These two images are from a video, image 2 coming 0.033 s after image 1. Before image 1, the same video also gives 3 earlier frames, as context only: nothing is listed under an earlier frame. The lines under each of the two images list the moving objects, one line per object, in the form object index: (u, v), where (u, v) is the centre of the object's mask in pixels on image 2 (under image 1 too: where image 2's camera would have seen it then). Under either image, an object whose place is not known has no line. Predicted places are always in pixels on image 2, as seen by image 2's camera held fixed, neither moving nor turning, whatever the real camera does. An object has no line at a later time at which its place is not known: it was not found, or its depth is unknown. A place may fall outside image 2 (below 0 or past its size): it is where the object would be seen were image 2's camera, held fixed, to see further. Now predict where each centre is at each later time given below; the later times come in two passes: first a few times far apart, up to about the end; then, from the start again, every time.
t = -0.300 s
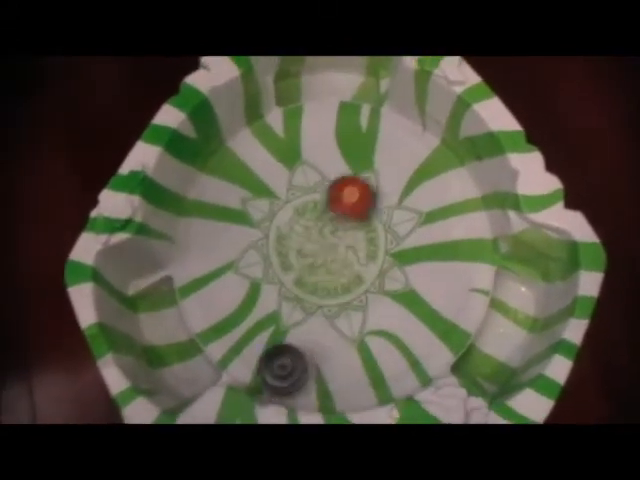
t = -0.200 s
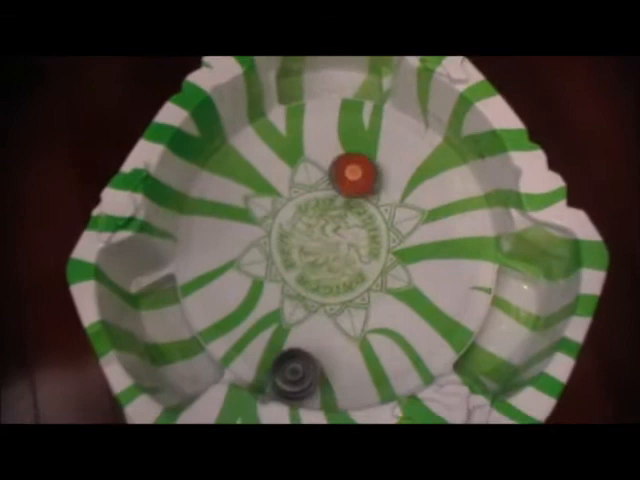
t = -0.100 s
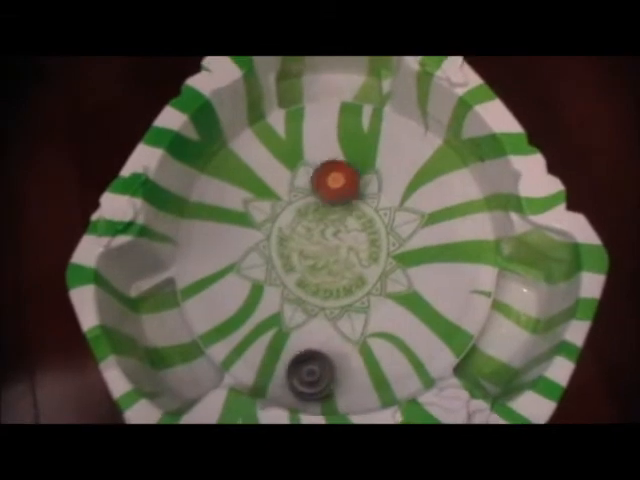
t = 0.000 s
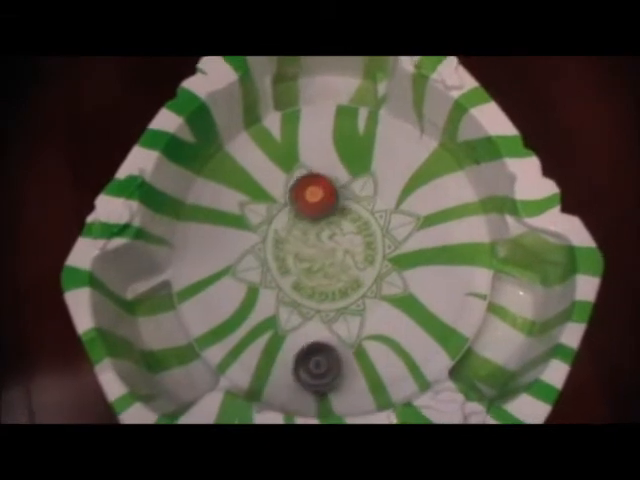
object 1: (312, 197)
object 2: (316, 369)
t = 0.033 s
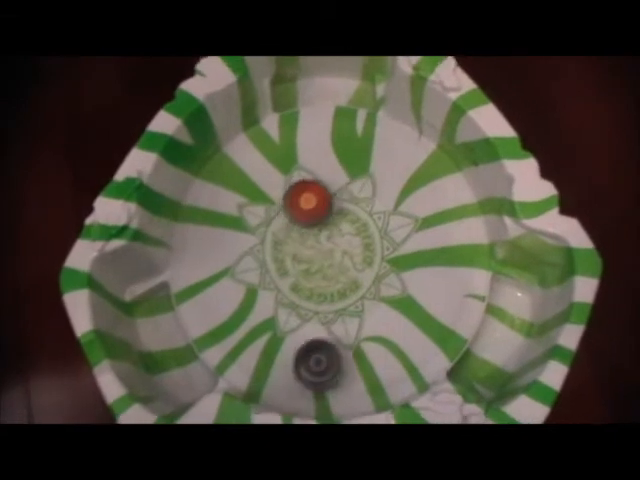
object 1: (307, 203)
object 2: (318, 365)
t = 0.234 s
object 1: (295, 225)
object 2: (312, 331)
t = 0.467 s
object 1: (302, 219)
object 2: (316, 305)
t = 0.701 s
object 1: (311, 116)
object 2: (340, 326)
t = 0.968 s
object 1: (296, 140)
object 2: (343, 279)
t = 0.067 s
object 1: (304, 207)
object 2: (319, 359)
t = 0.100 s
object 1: (301, 212)
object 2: (318, 354)
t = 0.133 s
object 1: (299, 216)
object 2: (317, 349)
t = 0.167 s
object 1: (297, 220)
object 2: (315, 343)
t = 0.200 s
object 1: (296, 222)
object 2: (314, 337)
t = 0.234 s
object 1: (295, 225)
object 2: (312, 331)
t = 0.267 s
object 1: (294, 229)
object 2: (309, 325)
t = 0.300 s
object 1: (295, 232)
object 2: (306, 319)
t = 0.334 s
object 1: (295, 235)
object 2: (303, 313)
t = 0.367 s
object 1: (297, 239)
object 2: (303, 309)
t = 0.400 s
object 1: (298, 242)
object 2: (306, 301)
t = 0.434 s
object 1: (301, 243)
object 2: (309, 295)
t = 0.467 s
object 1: (302, 219)
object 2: (316, 305)
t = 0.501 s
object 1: (305, 191)
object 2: (324, 317)
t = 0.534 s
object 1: (306, 169)
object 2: (330, 323)
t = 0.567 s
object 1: (307, 151)
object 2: (336, 327)
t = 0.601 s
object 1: (310, 138)
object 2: (339, 329)
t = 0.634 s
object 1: (311, 126)
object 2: (340, 329)
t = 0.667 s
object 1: (312, 119)
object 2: (340, 328)
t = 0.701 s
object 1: (311, 116)
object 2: (340, 326)
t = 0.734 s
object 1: (310, 116)
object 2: (340, 324)
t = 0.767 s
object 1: (308, 119)
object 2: (340, 322)
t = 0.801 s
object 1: (304, 123)
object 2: (337, 318)
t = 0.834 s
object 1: (300, 128)
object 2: (339, 313)
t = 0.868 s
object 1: (299, 132)
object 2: (339, 305)
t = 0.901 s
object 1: (297, 135)
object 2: (340, 297)
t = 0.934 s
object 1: (296, 138)
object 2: (342, 288)
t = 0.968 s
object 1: (296, 140)
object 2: (343, 279)
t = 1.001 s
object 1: (296, 141)
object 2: (343, 270)
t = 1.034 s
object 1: (296, 141)
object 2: (342, 262)
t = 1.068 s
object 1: (298, 142)
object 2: (340, 254)
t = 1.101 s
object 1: (299, 142)
